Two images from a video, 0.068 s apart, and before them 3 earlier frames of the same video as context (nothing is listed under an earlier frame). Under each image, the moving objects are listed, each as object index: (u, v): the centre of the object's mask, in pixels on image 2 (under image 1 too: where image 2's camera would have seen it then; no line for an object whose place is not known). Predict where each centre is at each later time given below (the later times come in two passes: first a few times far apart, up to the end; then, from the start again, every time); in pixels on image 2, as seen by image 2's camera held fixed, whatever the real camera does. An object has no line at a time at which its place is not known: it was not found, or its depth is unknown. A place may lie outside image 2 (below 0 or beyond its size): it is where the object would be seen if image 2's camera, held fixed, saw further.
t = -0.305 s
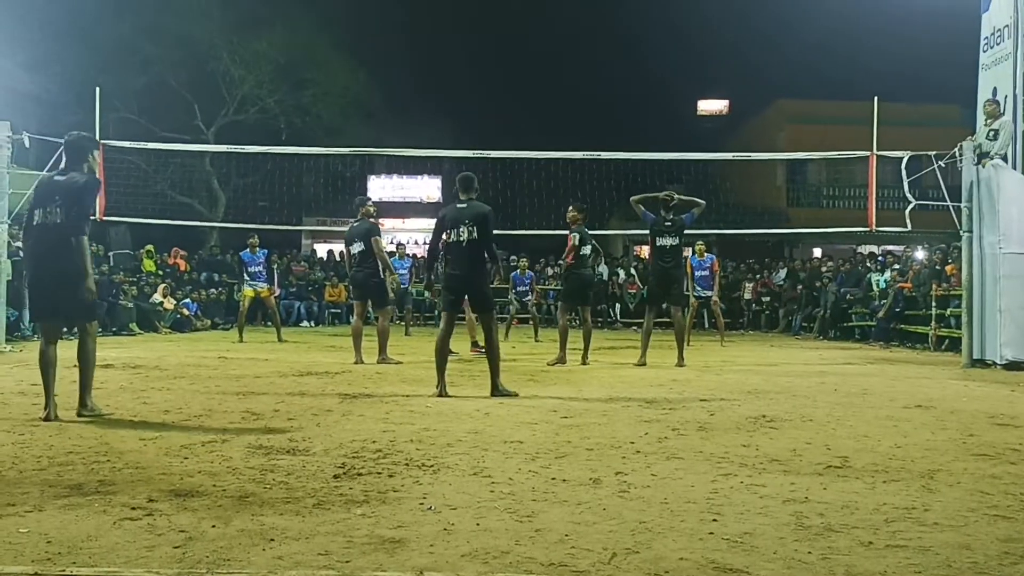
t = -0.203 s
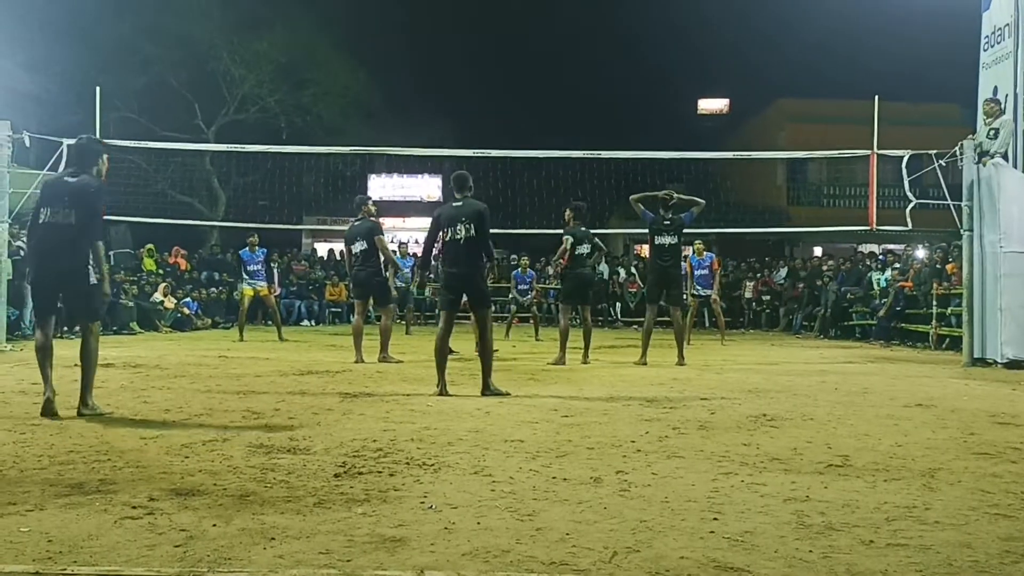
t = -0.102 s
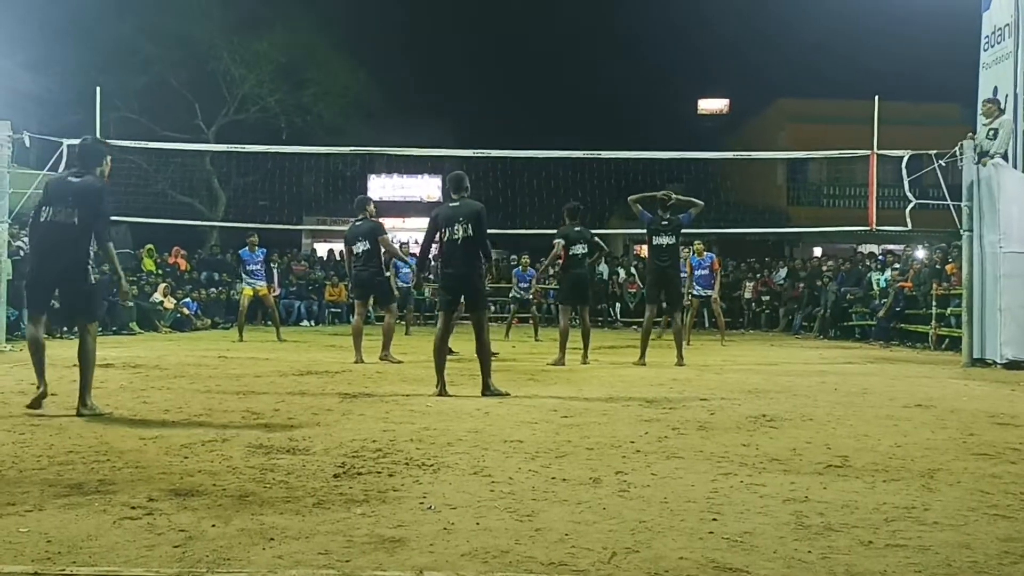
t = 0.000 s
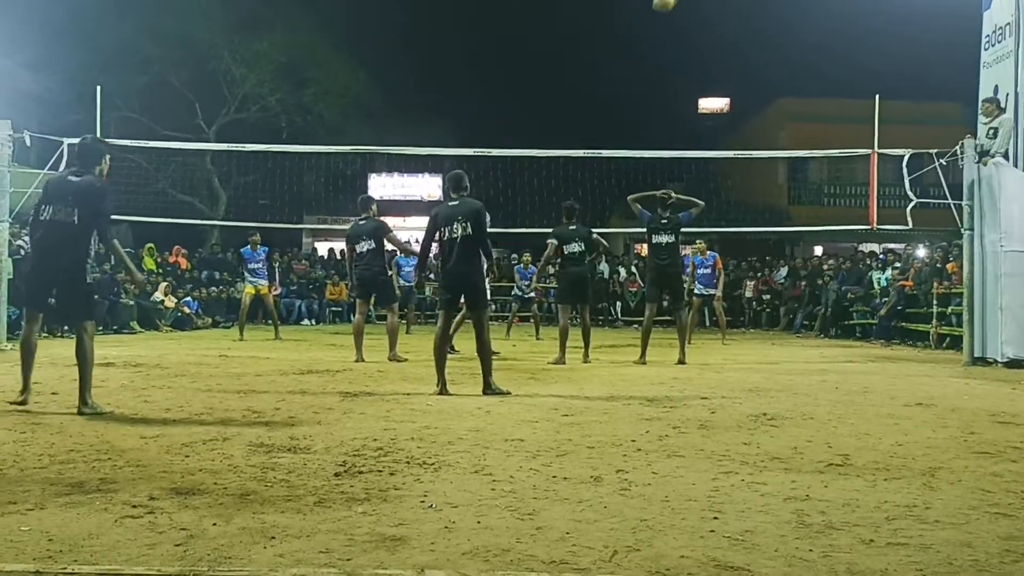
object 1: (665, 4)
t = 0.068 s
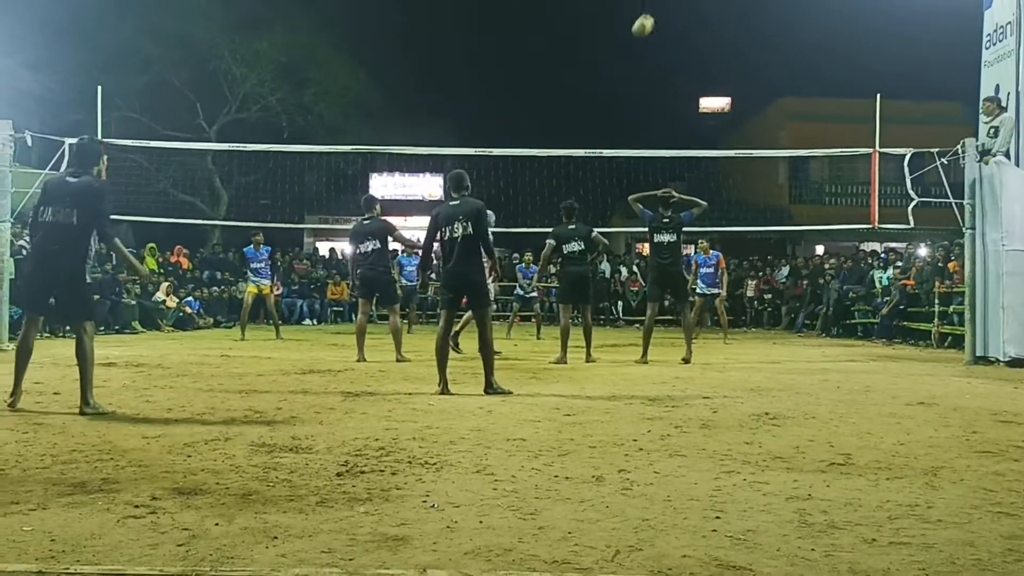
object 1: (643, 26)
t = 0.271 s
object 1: (587, 107)
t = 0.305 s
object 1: (579, 121)
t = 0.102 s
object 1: (633, 38)
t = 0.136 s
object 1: (622, 53)
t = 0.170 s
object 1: (613, 66)
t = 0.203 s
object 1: (604, 81)
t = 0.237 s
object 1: (596, 93)
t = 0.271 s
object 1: (587, 107)
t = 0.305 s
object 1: (579, 121)
